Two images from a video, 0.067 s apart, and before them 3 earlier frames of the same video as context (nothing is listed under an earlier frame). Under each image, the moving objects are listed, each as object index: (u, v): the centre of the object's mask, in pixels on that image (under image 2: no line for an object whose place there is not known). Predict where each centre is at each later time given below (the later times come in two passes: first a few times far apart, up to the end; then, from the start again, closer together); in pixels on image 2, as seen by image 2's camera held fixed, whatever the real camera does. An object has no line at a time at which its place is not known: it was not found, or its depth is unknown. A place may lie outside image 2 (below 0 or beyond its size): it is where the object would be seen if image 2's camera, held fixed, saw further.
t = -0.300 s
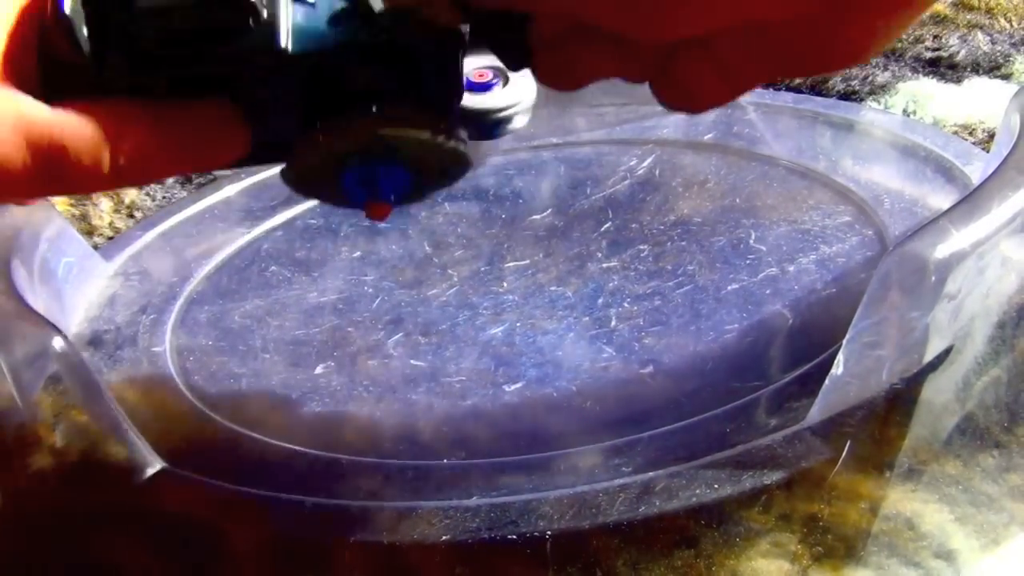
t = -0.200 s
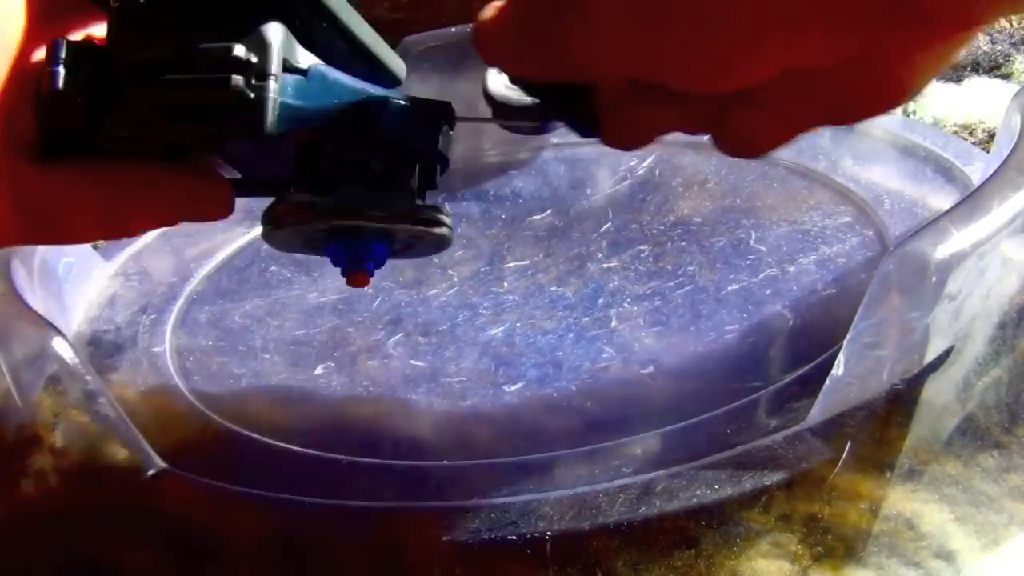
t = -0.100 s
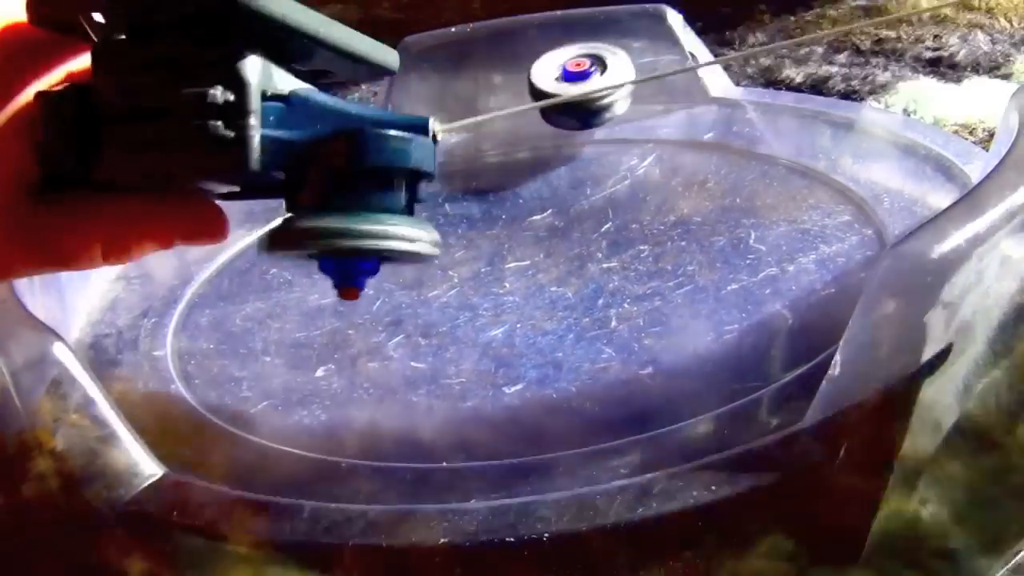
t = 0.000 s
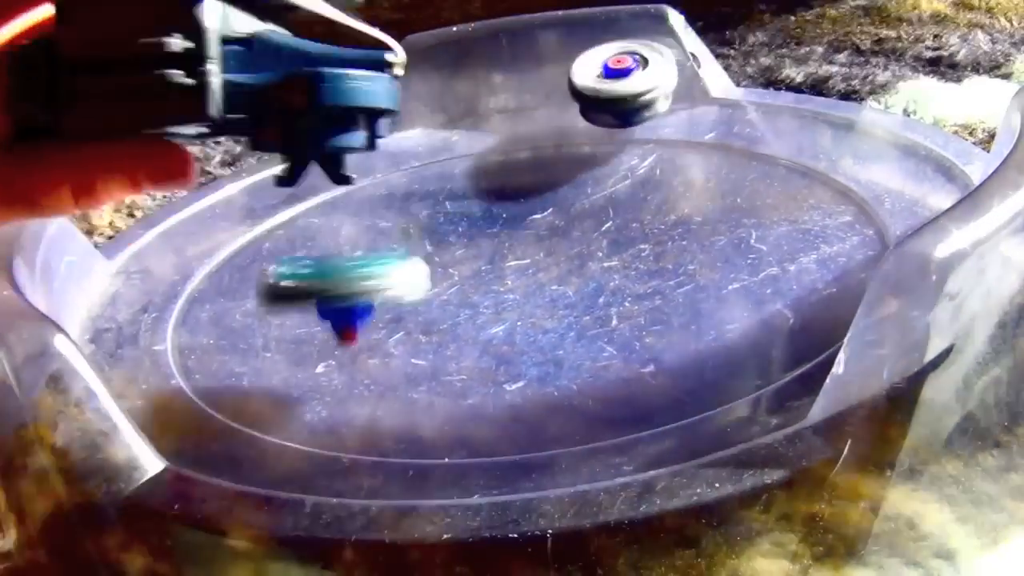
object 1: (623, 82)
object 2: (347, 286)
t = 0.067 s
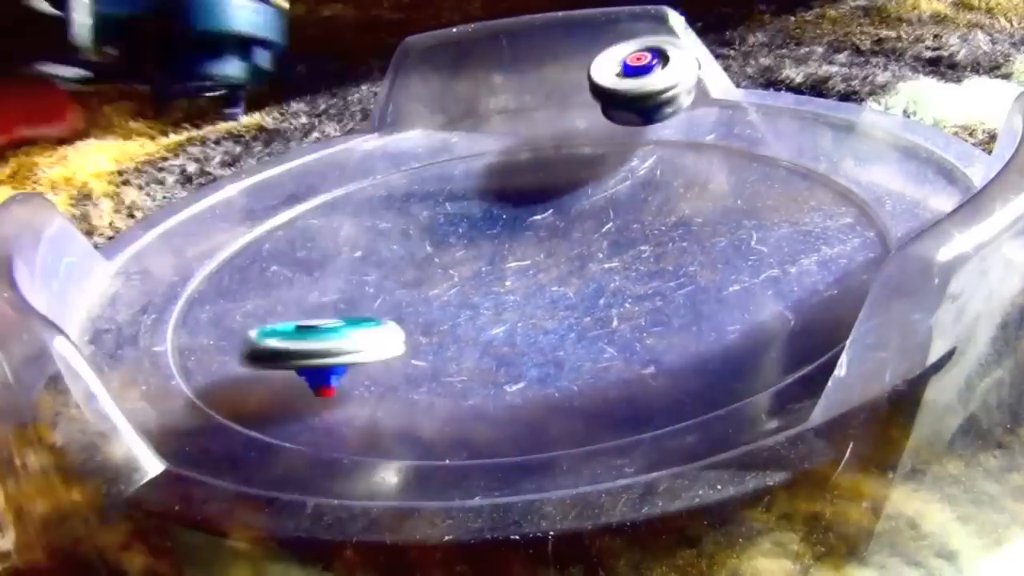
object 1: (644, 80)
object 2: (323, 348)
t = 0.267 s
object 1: (669, 94)
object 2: (145, 323)
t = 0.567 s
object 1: (614, 241)
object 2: (139, 283)
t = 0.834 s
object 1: (864, 171)
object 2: (151, 268)
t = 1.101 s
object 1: (582, 220)
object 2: (228, 310)
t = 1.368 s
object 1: (924, 133)
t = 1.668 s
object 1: (640, 132)
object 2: (546, 87)
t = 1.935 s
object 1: (593, 293)
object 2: (335, 164)
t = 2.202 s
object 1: (843, 215)
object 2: (619, 227)
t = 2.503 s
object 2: (536, 108)
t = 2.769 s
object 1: (395, 365)
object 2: (495, 287)
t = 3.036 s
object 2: (819, 111)
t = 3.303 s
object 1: (387, 202)
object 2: (608, 187)
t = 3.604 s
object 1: (206, 299)
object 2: (888, 191)
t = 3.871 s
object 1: (522, 258)
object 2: (825, 118)
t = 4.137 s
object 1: (400, 138)
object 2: (508, 297)
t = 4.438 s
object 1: (366, 225)
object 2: (856, 257)
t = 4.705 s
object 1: (538, 193)
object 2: (688, 196)
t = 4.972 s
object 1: (344, 211)
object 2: (462, 346)
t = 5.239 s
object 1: (572, 270)
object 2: (800, 286)
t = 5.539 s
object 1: (504, 142)
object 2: (496, 253)
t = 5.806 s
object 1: (358, 254)
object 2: (362, 400)
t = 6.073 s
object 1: (668, 209)
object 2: (716, 313)
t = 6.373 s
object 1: (460, 125)
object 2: (436, 246)
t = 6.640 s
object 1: (376, 246)
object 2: (219, 365)
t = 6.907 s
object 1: (691, 237)
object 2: (603, 310)
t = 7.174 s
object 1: (639, 140)
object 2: (372, 194)
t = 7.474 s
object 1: (434, 275)
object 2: (194, 311)
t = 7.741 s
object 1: (832, 215)
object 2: (438, 314)
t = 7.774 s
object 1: (856, 192)
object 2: (473, 299)
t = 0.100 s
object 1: (650, 84)
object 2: (305, 349)
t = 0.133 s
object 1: (657, 84)
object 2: (278, 343)
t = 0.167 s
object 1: (662, 85)
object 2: (238, 337)
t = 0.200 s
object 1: (668, 87)
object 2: (181, 334)
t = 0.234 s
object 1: (669, 90)
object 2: (144, 320)
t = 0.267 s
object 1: (669, 94)
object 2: (145, 323)
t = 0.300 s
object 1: (659, 105)
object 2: (137, 318)
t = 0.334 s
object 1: (651, 118)
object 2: (136, 313)
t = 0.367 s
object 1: (640, 130)
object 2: (136, 308)
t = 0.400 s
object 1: (627, 145)
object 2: (135, 303)
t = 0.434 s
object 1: (610, 163)
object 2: (136, 299)
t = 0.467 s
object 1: (597, 185)
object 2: (136, 294)
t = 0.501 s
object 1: (593, 206)
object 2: (137, 290)
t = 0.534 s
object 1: (599, 225)
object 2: (138, 287)
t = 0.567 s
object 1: (614, 241)
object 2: (139, 283)
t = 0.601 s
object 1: (639, 251)
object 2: (139, 280)
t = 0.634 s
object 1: (672, 256)
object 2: (140, 277)
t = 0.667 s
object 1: (714, 254)
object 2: (142, 275)
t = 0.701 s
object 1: (760, 243)
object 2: (144, 273)
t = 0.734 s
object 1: (804, 227)
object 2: (144, 271)
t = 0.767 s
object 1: (843, 210)
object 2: (146, 270)
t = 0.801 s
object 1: (873, 189)
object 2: (145, 268)
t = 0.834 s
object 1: (864, 171)
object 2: (151, 268)
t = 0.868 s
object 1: (842, 162)
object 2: (147, 267)
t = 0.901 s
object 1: (821, 153)
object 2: (147, 267)
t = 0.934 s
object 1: (797, 151)
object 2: (147, 266)
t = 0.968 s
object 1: (767, 156)
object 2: (147, 268)
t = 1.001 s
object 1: (726, 167)
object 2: (147, 273)
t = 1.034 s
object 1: (679, 181)
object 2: (158, 281)
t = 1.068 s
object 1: (629, 199)
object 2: (182, 296)
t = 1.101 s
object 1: (582, 220)
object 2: (228, 310)
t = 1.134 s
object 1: (538, 245)
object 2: (294, 318)
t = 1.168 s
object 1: (500, 271)
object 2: (369, 320)
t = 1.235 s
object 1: (684, 144)
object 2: (234, 238)
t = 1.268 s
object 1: (812, 98)
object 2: (154, 219)
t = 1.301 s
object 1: (944, 86)
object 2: (131, 223)
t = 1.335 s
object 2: (189, 245)
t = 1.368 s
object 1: (924, 133)
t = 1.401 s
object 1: (894, 175)
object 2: (338, 253)
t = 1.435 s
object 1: (875, 159)
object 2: (413, 249)
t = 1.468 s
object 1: (854, 150)
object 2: (482, 223)
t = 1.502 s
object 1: (823, 141)
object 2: (536, 192)
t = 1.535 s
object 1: (788, 131)
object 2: (571, 154)
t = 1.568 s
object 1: (754, 124)
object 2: (586, 120)
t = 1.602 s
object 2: (582, 86)
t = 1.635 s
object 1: (677, 125)
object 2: (567, 77)
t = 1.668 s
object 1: (640, 132)
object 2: (546, 87)
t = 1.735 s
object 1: (608, 176)
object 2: (442, 120)
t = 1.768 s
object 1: (584, 199)
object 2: (408, 133)
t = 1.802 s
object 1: (566, 223)
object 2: (381, 140)
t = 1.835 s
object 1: (556, 246)
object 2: (364, 145)
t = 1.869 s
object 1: (555, 266)
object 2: (353, 148)
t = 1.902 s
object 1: (568, 283)
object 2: (345, 153)
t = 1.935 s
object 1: (593, 293)
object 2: (335, 164)
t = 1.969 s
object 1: (629, 297)
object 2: (330, 184)
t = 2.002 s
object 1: (674, 294)
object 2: (340, 204)
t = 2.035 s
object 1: (722, 284)
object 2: (358, 229)
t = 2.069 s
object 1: (767, 270)
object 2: (393, 251)
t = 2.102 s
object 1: (804, 254)
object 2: (446, 263)
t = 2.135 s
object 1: (827, 239)
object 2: (507, 263)
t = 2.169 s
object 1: (841, 225)
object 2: (568, 249)
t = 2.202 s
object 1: (843, 215)
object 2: (619, 227)
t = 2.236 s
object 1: (831, 197)
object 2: (656, 195)
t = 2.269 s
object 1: (809, 201)
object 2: (678, 161)
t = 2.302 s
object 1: (776, 199)
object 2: (680, 128)
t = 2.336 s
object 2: (664, 97)
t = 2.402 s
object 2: (593, 104)
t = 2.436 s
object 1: (600, 219)
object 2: (572, 101)
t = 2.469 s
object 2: (554, 104)
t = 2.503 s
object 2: (536, 108)
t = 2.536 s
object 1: (455, 262)
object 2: (513, 115)
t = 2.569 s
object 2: (484, 132)
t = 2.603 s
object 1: (378, 299)
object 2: (461, 150)
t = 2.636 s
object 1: (354, 319)
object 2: (438, 178)
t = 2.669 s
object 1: (344, 326)
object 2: (424, 208)
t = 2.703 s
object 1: (348, 342)
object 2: (426, 240)
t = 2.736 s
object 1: (366, 356)
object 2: (448, 269)
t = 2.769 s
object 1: (395, 365)
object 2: (495, 287)
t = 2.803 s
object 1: (431, 370)
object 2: (558, 297)
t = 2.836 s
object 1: (468, 372)
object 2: (631, 289)
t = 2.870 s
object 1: (509, 365)
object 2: (705, 269)
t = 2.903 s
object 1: (548, 356)
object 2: (773, 234)
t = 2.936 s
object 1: (583, 343)
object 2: (818, 197)
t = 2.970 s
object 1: (614, 327)
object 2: (847, 161)
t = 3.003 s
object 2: (833, 127)
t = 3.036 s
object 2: (819, 111)
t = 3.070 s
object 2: (807, 91)
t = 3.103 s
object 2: (782, 76)
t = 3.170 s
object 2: (706, 90)
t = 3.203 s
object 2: (678, 116)
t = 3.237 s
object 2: (654, 139)
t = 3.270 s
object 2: (628, 162)
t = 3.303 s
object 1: (387, 202)
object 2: (608, 187)
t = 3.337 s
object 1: (339, 203)
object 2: (598, 213)
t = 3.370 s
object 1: (287, 217)
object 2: (597, 239)
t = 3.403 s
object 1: (241, 214)
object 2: (614, 257)
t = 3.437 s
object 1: (201, 222)
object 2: (646, 268)
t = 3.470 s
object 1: (196, 238)
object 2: (691, 269)
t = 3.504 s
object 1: (190, 271)
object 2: (741, 264)
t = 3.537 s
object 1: (189, 281)
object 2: (799, 246)
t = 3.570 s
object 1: (193, 291)
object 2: (851, 223)
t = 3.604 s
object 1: (206, 299)
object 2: (888, 191)
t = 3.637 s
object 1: (233, 297)
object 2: (900, 173)
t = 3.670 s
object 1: (267, 302)
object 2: (918, 154)
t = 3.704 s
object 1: (309, 317)
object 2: (933, 138)
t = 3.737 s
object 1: (361, 317)
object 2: (927, 122)
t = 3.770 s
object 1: (413, 311)
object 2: (908, 118)
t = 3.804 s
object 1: (461, 298)
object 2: (885, 116)
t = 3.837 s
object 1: (497, 280)
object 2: (858, 116)
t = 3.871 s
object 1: (522, 258)
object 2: (825, 118)
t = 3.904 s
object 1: (532, 235)
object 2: (779, 129)
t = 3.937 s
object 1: (530, 213)
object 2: (733, 146)
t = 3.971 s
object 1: (519, 193)
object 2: (685, 165)
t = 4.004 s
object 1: (502, 175)
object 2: (637, 187)
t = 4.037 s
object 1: (477, 161)
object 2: (593, 210)
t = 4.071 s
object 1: (450, 150)
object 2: (553, 240)
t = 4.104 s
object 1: (424, 143)
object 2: (524, 269)
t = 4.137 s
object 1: (400, 138)
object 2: (508, 297)
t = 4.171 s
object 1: (377, 140)
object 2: (509, 325)
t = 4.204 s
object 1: (357, 156)
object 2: (530, 345)
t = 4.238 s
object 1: (343, 163)
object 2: (573, 359)
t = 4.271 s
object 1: (335, 169)
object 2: (641, 358)
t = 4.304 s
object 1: (332, 176)
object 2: (723, 351)
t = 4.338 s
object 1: (333, 184)
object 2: (782, 319)
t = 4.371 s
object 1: (338, 196)
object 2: (820, 300)
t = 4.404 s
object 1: (348, 210)
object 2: (839, 279)
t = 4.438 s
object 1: (366, 225)
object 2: (856, 257)
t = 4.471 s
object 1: (393, 236)
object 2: (869, 238)
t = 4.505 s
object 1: (429, 244)
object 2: (874, 221)
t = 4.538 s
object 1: (469, 246)
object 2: (859, 211)
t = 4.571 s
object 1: (513, 242)
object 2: (817, 203)
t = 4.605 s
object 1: (552, 231)
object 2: (769, 200)
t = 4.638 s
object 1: (578, 216)
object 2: (716, 202)
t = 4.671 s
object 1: (554, 204)
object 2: (714, 194)
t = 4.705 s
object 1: (538, 193)
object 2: (688, 196)
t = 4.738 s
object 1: (525, 185)
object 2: (650, 202)
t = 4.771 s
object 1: (504, 179)
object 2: (606, 216)
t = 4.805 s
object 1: (469, 171)
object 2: (568, 238)
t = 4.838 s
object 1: (438, 170)
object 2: (526, 260)
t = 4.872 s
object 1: (408, 174)
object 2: (494, 281)
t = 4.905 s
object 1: (381, 183)
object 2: (467, 305)
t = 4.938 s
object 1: (360, 195)
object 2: (455, 327)
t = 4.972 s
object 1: (344, 211)
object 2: (462, 346)
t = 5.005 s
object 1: (339, 229)
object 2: (483, 361)
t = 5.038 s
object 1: (344, 246)
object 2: (524, 371)
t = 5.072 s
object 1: (363, 264)
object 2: (582, 370)
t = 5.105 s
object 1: (393, 277)
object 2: (642, 364)
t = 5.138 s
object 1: (431, 285)
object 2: (705, 350)
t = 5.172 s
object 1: (477, 286)
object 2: (755, 332)
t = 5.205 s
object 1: (527, 281)
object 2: (788, 308)
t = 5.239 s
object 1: (572, 270)
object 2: (800, 286)
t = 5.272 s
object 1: (611, 252)
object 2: (802, 266)
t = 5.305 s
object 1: (639, 232)
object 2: (786, 250)
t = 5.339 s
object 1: (645, 209)
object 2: (762, 238)
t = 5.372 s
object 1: (635, 186)
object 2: (744, 232)
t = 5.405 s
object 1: (618, 169)
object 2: (709, 228)
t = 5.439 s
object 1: (597, 156)
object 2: (660, 228)
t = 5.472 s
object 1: (568, 147)
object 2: (607, 233)
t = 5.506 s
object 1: (537, 143)
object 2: (550, 241)
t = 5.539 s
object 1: (504, 142)
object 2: (496, 253)
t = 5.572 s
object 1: (472, 145)
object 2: (442, 268)
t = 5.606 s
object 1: (441, 151)
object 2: (393, 286)
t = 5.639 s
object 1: (413, 162)
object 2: (356, 304)
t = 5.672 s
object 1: (387, 176)
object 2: (328, 325)
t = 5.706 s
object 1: (365, 194)
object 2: (312, 345)
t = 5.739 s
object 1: (352, 214)
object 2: (312, 366)
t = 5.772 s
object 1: (349, 235)
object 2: (332, 384)
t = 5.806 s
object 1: (358, 254)
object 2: (362, 400)
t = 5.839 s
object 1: (381, 272)
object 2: (415, 405)
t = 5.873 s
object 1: (414, 286)
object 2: (490, 405)
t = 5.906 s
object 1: (459, 295)
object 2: (555, 394)
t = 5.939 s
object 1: (511, 296)
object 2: (613, 375)
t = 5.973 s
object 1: (563, 286)
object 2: (655, 354)
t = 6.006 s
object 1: (610, 268)
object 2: (684, 332)
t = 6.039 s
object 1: (648, 242)
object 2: (703, 316)
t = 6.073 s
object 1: (668, 209)
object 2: (716, 313)
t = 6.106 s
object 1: (673, 178)
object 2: (725, 304)
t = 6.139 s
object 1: (664, 156)
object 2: (721, 289)
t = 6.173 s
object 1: (642, 139)
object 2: (705, 273)
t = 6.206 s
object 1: (616, 125)
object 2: (674, 261)
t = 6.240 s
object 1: (589, 115)
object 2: (637, 251)
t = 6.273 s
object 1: (563, 107)
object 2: (592, 245)
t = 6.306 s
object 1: (525, 110)
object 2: (538, 243)
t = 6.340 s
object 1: (488, 121)
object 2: (488, 242)
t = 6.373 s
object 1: (460, 125)
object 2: (436, 246)
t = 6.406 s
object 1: (436, 131)
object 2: (380, 253)
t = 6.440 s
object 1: (414, 140)
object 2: (330, 262)
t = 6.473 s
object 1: (397, 153)
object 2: (285, 275)
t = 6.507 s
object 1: (382, 167)
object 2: (243, 290)
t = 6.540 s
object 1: (370, 184)
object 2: (210, 307)
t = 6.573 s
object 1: (362, 204)
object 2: (185, 324)
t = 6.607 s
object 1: (364, 226)
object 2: (193, 339)
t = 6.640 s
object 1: (376, 246)
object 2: (219, 365)
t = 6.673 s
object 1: (396, 262)
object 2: (261, 381)
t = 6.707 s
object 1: (426, 276)
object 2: (311, 391)
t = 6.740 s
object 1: (466, 285)
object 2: (370, 392)
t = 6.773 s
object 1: (515, 289)
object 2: (431, 385)
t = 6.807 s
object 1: (567, 282)
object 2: (492, 373)
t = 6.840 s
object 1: (614, 270)
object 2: (540, 357)
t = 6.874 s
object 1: (656, 254)
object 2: (582, 333)
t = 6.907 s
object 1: (691, 237)
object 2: (603, 310)
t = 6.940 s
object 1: (718, 217)
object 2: (608, 288)
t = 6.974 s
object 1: (732, 198)
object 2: (597, 266)
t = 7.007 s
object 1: (736, 179)
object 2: (575, 246)
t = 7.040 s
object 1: (731, 164)
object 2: (543, 228)
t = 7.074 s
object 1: (718, 151)
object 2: (506, 214)
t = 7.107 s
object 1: (696, 143)
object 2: (464, 203)
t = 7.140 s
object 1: (670, 139)
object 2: (420, 196)
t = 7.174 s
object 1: (639, 140)
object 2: (372, 194)
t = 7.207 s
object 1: (606, 145)
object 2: (324, 195)
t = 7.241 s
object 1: (572, 153)
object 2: (278, 199)
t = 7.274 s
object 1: (539, 165)
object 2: (243, 204)
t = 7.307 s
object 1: (508, 181)
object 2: (213, 223)
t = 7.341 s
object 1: (480, 199)
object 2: (186, 238)
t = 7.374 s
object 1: (458, 218)
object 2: (159, 253)
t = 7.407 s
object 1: (442, 237)
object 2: (155, 270)
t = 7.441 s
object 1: (433, 257)
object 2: (168, 288)
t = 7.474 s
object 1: (434, 275)
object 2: (194, 311)
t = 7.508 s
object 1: (440, 291)
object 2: (234, 323)
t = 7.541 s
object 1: (457, 303)
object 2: (285, 333)
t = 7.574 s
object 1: (497, 310)
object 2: (328, 339)
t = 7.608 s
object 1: (600, 304)
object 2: (319, 335)
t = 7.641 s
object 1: (685, 288)
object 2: (328, 332)
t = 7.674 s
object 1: (751, 266)
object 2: (355, 329)
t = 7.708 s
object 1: (799, 239)
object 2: (395, 324)
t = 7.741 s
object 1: (832, 215)
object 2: (438, 314)
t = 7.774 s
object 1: (856, 192)
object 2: (473, 299)
